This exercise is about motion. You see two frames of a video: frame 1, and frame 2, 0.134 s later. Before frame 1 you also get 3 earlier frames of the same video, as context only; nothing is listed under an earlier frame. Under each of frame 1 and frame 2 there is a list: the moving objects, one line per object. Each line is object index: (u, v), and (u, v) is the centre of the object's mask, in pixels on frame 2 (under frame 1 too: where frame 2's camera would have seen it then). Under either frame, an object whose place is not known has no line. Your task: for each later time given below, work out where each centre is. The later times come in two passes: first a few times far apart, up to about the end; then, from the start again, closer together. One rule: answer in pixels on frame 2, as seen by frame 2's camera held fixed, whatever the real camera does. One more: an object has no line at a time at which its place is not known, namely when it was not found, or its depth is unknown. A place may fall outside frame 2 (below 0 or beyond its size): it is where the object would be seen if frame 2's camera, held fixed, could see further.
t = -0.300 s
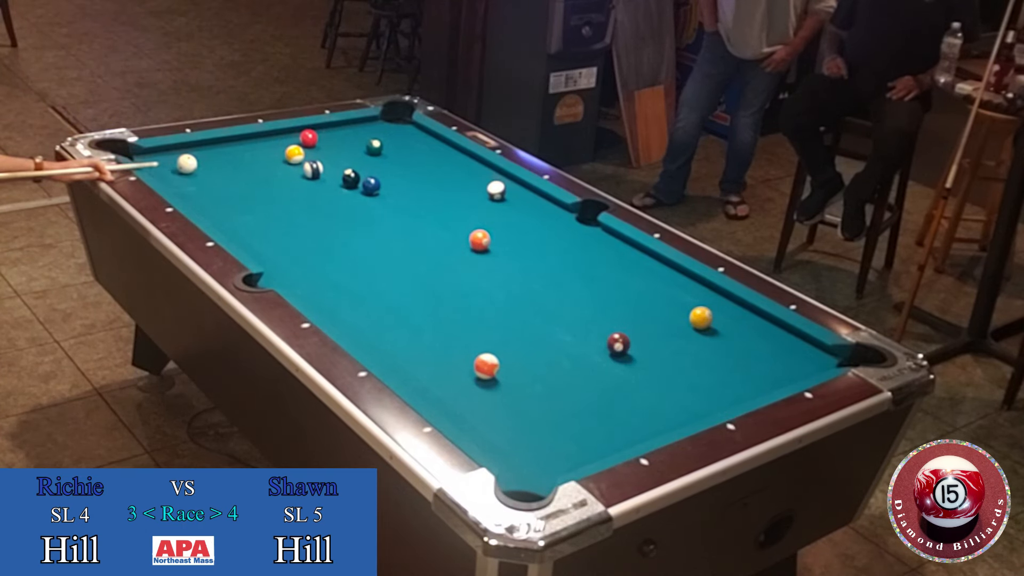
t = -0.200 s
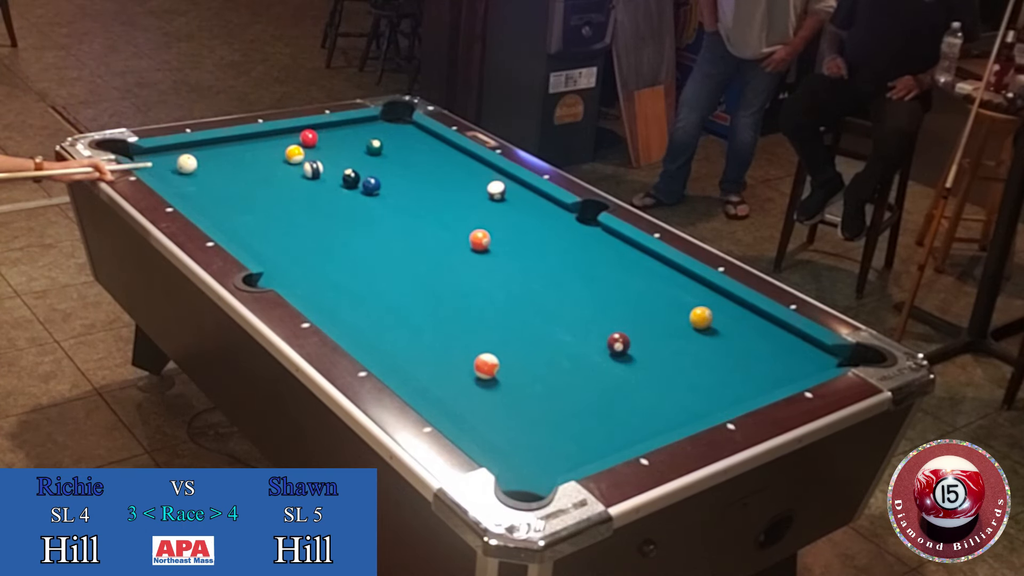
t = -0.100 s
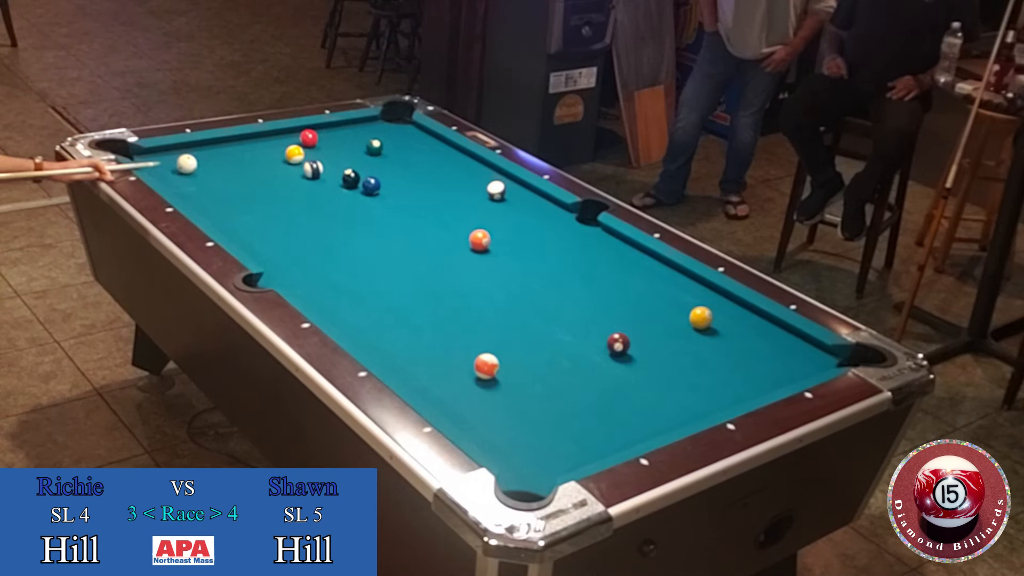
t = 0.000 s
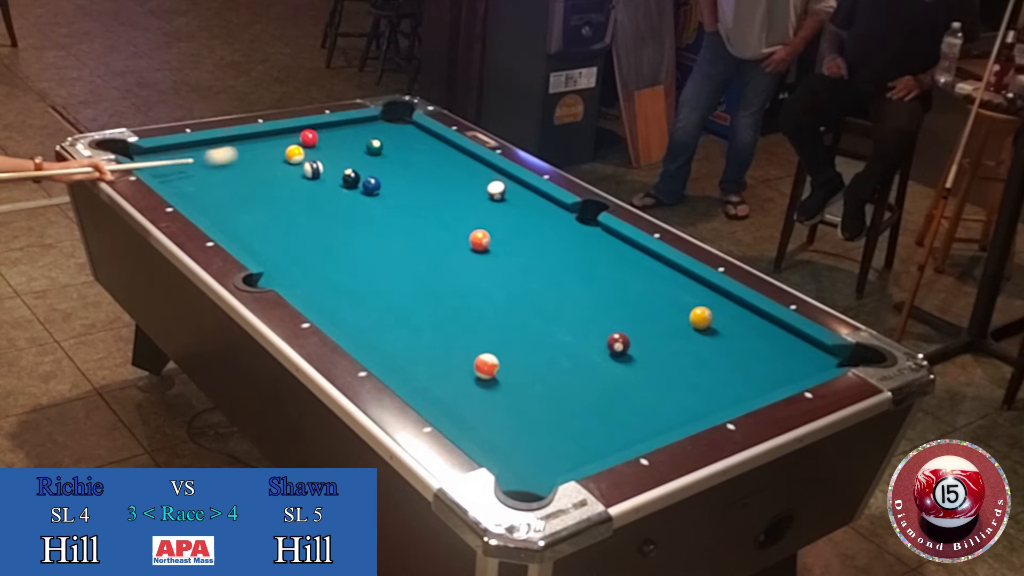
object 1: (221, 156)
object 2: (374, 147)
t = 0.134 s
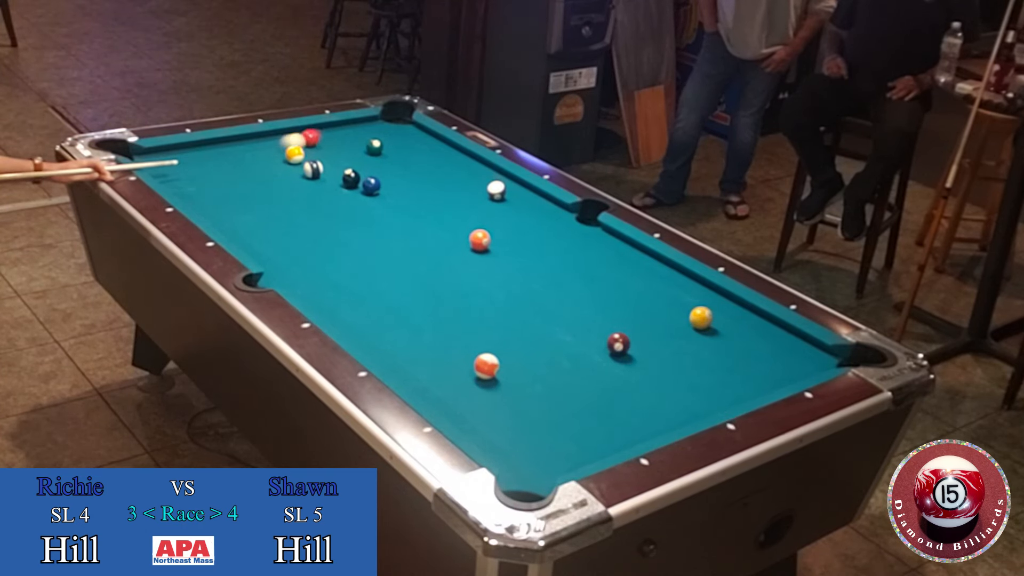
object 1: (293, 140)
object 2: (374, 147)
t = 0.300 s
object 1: (318, 143)
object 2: (374, 147)
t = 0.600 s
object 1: (367, 138)
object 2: (377, 148)
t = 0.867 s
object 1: (399, 133)
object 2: (388, 151)
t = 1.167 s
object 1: (418, 131)
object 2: (398, 154)
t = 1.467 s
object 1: (407, 134)
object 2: (405, 157)
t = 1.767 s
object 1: (397, 138)
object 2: (409, 159)
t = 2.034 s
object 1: (389, 140)
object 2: (411, 159)
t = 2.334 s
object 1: (382, 142)
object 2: (411, 160)
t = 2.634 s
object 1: (377, 144)
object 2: (411, 160)
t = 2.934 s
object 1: (373, 145)
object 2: (411, 159)
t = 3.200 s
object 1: (372, 145)
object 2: (411, 159)
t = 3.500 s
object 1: (371, 145)
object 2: (410, 160)
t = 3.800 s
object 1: (371, 145)
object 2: (411, 159)
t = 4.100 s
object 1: (371, 145)
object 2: (411, 159)
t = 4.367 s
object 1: (371, 145)
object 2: (411, 160)
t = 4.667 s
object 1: (371, 145)
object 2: (410, 160)
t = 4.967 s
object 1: (371, 145)
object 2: (410, 159)
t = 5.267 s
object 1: (371, 145)
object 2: (410, 160)
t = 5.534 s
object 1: (371, 145)
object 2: (410, 160)
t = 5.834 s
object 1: (371, 145)
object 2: (410, 160)
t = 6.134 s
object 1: (371, 145)
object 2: (410, 159)
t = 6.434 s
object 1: (371, 145)
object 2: (411, 159)
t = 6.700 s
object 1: (371, 145)
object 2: (410, 160)
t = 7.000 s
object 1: (371, 145)
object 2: (410, 159)
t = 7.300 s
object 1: (371, 145)
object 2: (411, 159)
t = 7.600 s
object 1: (371, 145)
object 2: (410, 159)
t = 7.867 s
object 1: (371, 145)
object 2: (411, 159)
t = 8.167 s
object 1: (371, 145)
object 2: (411, 159)
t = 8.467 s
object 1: (371, 145)
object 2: (411, 159)
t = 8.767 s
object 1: (371, 145)
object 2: (411, 160)
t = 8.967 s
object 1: (371, 145)
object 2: (411, 159)
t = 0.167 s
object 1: (300, 140)
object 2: (374, 147)
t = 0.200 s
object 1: (303, 141)
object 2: (374, 147)
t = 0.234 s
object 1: (307, 142)
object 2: (374, 147)
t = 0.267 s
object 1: (312, 143)
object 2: (374, 147)
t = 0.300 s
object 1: (318, 143)
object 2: (374, 147)
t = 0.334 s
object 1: (324, 143)
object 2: (374, 147)
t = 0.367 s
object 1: (330, 142)
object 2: (374, 147)
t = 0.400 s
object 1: (336, 142)
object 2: (374, 147)
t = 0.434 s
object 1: (342, 142)
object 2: (374, 147)
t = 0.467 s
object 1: (348, 141)
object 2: (375, 147)
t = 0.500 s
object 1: (354, 141)
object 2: (375, 147)
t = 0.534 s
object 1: (359, 141)
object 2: (375, 147)
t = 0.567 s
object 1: (363, 140)
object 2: (376, 148)
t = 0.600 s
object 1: (367, 138)
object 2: (377, 148)
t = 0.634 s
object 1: (371, 137)
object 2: (379, 149)
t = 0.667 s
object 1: (376, 136)
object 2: (380, 149)
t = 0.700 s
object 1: (380, 136)
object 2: (382, 149)
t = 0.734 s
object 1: (384, 135)
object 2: (384, 149)
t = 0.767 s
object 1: (388, 135)
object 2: (385, 149)
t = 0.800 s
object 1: (392, 135)
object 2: (386, 150)
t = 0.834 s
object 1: (396, 134)
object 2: (387, 151)
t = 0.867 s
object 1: (399, 133)
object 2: (388, 151)
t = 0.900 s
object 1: (403, 133)
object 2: (390, 152)
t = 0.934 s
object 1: (407, 132)
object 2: (391, 152)
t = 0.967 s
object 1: (410, 132)
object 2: (392, 153)
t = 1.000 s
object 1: (414, 131)
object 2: (393, 153)
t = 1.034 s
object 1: (417, 130)
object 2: (394, 153)
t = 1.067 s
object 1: (420, 129)
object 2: (395, 153)
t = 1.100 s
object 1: (421, 130)
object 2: (396, 154)
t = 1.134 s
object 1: (419, 130)
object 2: (397, 154)
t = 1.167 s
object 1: (418, 131)
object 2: (398, 154)
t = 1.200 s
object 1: (417, 131)
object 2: (399, 155)
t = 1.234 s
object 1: (416, 131)
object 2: (400, 155)
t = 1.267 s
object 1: (414, 132)
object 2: (400, 155)
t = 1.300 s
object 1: (413, 132)
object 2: (401, 156)
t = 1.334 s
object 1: (412, 133)
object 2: (402, 156)
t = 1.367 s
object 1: (411, 133)
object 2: (403, 156)
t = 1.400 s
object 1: (409, 134)
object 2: (403, 157)
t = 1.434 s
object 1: (408, 134)
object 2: (404, 157)
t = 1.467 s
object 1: (407, 134)
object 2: (405, 157)
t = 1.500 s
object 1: (406, 135)
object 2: (405, 157)
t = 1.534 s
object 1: (404, 135)
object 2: (406, 157)
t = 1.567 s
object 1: (403, 136)
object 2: (407, 158)
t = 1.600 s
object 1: (402, 136)
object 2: (407, 158)
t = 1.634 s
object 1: (401, 136)
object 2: (408, 158)
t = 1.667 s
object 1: (400, 137)
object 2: (408, 158)
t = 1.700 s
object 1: (399, 137)
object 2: (409, 158)
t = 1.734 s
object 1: (398, 137)
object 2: (409, 158)
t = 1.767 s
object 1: (397, 138)
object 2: (409, 159)
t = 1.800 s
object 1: (396, 138)
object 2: (410, 159)
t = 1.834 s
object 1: (395, 138)
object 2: (410, 159)
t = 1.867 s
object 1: (394, 139)
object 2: (410, 159)
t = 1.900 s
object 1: (393, 139)
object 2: (410, 159)
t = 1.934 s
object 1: (392, 139)
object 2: (410, 159)
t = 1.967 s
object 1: (391, 140)
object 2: (411, 159)
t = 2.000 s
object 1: (390, 140)
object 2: (411, 159)
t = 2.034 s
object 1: (389, 140)
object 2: (411, 159)
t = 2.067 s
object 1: (388, 140)
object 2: (411, 160)
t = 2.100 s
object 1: (388, 141)
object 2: (411, 160)
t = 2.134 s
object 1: (387, 141)
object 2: (411, 160)
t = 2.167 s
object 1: (386, 141)
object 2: (411, 160)
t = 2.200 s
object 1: (385, 142)
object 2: (411, 160)
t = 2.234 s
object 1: (384, 142)
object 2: (411, 160)
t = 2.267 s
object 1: (384, 142)
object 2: (411, 160)
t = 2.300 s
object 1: (383, 142)
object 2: (411, 160)
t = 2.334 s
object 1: (382, 142)
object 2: (411, 160)
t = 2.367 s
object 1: (382, 143)
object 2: (411, 159)
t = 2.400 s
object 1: (381, 143)
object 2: (411, 160)
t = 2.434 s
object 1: (380, 143)
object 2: (411, 160)
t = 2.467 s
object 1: (380, 143)
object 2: (411, 160)
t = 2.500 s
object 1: (379, 144)
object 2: (411, 160)
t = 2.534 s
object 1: (379, 144)
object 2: (411, 160)
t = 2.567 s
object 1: (378, 144)
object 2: (411, 160)
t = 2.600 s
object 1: (378, 144)
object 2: (411, 160)
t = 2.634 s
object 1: (377, 144)
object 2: (411, 160)
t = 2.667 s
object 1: (376, 144)
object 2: (411, 160)
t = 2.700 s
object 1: (376, 144)
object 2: (411, 159)
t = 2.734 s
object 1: (376, 144)
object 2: (411, 159)
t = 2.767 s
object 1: (375, 144)
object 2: (411, 159)
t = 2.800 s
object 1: (375, 144)
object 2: (411, 159)
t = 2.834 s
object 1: (374, 145)
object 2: (411, 159)
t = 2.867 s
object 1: (374, 145)
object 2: (411, 159)
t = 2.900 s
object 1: (374, 145)
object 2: (411, 159)
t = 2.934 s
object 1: (373, 145)
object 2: (411, 159)
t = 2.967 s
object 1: (373, 145)
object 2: (410, 159)
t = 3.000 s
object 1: (373, 145)
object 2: (411, 160)
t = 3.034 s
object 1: (373, 145)
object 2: (411, 160)
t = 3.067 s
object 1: (372, 145)
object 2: (411, 159)
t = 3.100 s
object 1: (372, 145)
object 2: (410, 159)
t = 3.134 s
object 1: (372, 145)
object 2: (411, 159)
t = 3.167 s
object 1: (372, 145)
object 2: (411, 159)
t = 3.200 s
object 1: (372, 145)
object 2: (411, 159)
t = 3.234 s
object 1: (372, 145)
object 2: (411, 159)
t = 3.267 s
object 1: (371, 145)
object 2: (411, 159)
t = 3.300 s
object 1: (371, 145)
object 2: (411, 159)
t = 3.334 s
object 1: (371, 145)
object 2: (411, 159)
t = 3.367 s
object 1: (371, 145)
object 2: (411, 159)
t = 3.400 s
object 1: (371, 145)
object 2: (411, 159)
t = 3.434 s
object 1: (371, 145)
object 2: (410, 160)
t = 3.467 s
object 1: (371, 145)
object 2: (411, 160)
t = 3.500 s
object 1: (371, 145)
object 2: (410, 160)
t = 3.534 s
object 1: (371, 145)
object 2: (411, 159)
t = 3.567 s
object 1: (371, 145)
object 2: (411, 159)
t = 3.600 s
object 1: (371, 145)
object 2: (411, 159)
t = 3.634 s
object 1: (371, 145)
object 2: (411, 159)
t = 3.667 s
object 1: (371, 145)
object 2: (411, 159)
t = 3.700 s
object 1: (371, 145)
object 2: (411, 159)
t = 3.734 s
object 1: (371, 145)
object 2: (411, 159)
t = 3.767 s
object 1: (371, 145)
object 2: (411, 159)
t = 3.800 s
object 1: (371, 145)
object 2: (411, 159)
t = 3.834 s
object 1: (371, 145)
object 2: (411, 159)
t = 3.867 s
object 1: (371, 145)
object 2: (411, 159)
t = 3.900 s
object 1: (371, 145)
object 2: (411, 160)
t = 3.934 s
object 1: (371, 145)
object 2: (411, 159)
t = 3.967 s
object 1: (371, 145)
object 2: (411, 159)
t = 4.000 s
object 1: (371, 145)
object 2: (411, 159)
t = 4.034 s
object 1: (371, 145)
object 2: (411, 159)
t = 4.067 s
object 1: (371, 145)
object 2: (411, 159)
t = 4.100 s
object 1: (371, 145)
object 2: (411, 159)
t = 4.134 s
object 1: (371, 145)
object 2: (411, 159)
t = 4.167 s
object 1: (371, 145)
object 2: (411, 159)
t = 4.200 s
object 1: (371, 145)
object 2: (411, 160)
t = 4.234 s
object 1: (371, 145)
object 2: (411, 160)
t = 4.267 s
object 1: (371, 145)
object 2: (411, 160)
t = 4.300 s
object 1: (371, 145)
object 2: (411, 160)
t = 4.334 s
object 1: (371, 145)
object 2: (411, 160)
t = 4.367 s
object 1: (371, 145)
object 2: (411, 160)
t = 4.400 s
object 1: (371, 145)
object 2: (411, 160)
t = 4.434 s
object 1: (371, 145)
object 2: (411, 160)
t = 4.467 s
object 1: (371, 145)
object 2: (411, 159)
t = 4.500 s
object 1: (371, 145)
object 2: (411, 159)
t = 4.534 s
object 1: (371, 145)
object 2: (411, 160)
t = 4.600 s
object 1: (371, 145)
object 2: (411, 160)
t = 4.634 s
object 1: (371, 145)
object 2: (411, 160)
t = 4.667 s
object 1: (371, 145)
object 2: (410, 160)
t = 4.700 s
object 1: (371, 145)
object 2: (410, 160)
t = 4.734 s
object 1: (371, 145)
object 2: (411, 160)
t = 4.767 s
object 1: (371, 145)
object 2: (411, 160)
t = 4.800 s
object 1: (371, 145)
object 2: (411, 160)
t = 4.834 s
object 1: (371, 145)
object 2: (410, 160)
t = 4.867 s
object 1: (371, 145)
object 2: (410, 160)
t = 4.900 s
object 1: (371, 145)
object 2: (410, 160)
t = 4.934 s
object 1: (371, 145)
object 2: (410, 159)
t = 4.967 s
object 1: (371, 145)
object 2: (410, 159)
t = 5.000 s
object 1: (371, 145)
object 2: (410, 160)
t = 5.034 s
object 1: (371, 145)
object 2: (410, 160)
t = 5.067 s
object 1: (371, 145)
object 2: (410, 160)
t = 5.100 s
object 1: (371, 145)
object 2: (410, 160)
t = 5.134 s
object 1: (371, 145)
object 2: (410, 160)
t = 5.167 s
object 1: (371, 145)
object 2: (410, 160)
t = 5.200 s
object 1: (371, 145)
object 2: (410, 160)
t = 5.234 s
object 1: (371, 145)
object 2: (410, 160)
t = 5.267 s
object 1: (371, 145)
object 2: (410, 160)
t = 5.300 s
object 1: (371, 145)
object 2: (410, 160)
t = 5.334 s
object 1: (371, 145)
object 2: (410, 160)
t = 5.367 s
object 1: (371, 145)
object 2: (410, 160)
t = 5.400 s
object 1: (371, 145)
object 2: (410, 160)
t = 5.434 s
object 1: (371, 145)
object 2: (410, 160)
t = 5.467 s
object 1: (371, 145)
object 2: (410, 160)
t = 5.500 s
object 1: (371, 145)
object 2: (410, 160)
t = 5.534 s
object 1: (371, 145)
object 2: (410, 160)
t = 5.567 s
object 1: (371, 145)
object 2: (410, 160)
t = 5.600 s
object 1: (371, 145)
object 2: (410, 160)
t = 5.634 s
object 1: (371, 145)
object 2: (410, 159)
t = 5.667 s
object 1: (371, 145)
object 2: (410, 159)
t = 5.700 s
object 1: (371, 145)
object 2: (411, 160)
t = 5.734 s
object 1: (371, 145)
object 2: (410, 159)
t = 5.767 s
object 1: (371, 145)
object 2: (410, 159)
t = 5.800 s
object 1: (371, 145)
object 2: (410, 159)
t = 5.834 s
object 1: (371, 145)
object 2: (410, 160)
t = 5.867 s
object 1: (371, 145)
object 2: (410, 159)
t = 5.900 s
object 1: (371, 145)
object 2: (410, 159)
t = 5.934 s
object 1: (371, 145)
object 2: (410, 159)
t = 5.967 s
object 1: (371, 145)
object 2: (410, 160)
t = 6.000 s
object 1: (371, 145)
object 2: (411, 159)
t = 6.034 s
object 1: (371, 145)
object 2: (410, 159)
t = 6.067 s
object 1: (371, 145)
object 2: (410, 159)
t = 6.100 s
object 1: (371, 145)
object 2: (410, 159)
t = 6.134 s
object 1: (371, 145)
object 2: (410, 159)
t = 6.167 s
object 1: (371, 145)
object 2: (410, 159)
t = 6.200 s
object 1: (371, 145)
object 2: (410, 159)
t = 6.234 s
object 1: (371, 145)
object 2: (410, 159)
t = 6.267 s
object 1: (371, 145)
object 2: (410, 159)
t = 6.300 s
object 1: (371, 145)
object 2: (410, 159)
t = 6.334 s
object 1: (371, 145)
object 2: (410, 160)
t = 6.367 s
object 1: (371, 145)
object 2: (410, 160)
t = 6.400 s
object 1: (371, 145)
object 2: (410, 159)
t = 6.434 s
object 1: (371, 145)
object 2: (411, 159)
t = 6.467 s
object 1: (371, 145)
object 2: (410, 159)
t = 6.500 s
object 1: (371, 145)
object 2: (411, 159)
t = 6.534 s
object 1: (371, 145)
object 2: (410, 159)
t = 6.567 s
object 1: (371, 145)
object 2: (410, 159)
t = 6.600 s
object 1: (371, 145)
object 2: (410, 159)
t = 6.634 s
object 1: (371, 145)
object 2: (410, 159)
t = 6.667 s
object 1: (371, 145)
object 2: (410, 159)
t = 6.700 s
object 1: (371, 145)
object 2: (410, 160)
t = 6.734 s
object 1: (371, 145)
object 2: (410, 160)
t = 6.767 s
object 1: (371, 145)
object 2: (410, 159)
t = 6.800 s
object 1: (371, 145)
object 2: (411, 159)
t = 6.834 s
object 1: (371, 145)
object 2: (411, 159)
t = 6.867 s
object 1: (371, 145)
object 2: (410, 159)
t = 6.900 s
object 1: (371, 145)
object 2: (411, 159)
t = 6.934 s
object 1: (371, 145)
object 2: (410, 159)
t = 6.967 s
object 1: (371, 145)
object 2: (410, 159)
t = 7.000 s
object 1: (371, 145)
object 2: (410, 159)
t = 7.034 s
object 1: (371, 145)
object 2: (410, 159)
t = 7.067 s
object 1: (371, 145)
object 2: (410, 159)
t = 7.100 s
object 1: (371, 145)
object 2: (411, 159)
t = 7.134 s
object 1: (371, 145)
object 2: (410, 159)
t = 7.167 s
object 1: (371, 145)
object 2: (410, 159)
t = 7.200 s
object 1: (371, 145)
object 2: (410, 159)
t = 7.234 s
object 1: (371, 145)
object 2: (410, 159)
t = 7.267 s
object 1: (371, 145)
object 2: (411, 159)
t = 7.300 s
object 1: (371, 145)
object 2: (411, 159)
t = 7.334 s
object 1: (371, 145)
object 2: (411, 159)
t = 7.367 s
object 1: (371, 145)
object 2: (411, 159)
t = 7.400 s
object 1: (371, 145)
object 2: (410, 159)
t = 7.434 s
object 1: (371, 145)
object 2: (410, 159)
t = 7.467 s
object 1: (371, 145)
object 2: (410, 159)
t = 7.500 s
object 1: (371, 145)
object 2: (411, 159)
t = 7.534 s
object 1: (371, 145)
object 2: (411, 159)
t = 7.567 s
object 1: (371, 145)
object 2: (411, 159)
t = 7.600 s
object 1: (371, 145)
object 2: (410, 159)
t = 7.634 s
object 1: (371, 145)
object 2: (410, 159)
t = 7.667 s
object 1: (371, 145)
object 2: (410, 159)
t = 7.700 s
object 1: (371, 145)
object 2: (410, 159)
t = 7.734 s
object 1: (371, 145)
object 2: (411, 159)
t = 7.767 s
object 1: (371, 145)
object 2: (411, 159)
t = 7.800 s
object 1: (371, 145)
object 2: (411, 159)
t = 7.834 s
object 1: (371, 145)
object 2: (411, 159)
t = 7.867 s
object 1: (371, 145)
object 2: (411, 159)
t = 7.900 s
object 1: (371, 145)
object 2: (411, 159)
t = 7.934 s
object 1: (371, 145)
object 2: (411, 159)
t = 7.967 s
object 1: (371, 145)
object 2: (411, 159)
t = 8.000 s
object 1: (371, 145)
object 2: (411, 159)
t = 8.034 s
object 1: (371, 145)
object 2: (411, 159)
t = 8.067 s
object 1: (371, 145)
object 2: (411, 159)
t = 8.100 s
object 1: (371, 145)
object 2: (411, 159)
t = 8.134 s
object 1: (371, 145)
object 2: (411, 159)
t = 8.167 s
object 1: (371, 145)
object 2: (411, 159)
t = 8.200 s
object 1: (371, 145)
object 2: (411, 159)
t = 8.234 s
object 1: (371, 145)
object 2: (411, 159)
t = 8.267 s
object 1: (371, 145)
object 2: (411, 159)
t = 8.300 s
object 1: (371, 145)
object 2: (411, 159)
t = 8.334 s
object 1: (371, 145)
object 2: (411, 159)
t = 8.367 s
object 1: (371, 145)
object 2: (411, 159)
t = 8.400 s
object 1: (371, 145)
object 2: (411, 159)
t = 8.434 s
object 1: (371, 145)
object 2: (411, 159)
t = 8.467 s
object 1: (371, 145)
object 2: (411, 159)
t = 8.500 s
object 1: (371, 145)
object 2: (411, 159)
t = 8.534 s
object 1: (371, 145)
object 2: (411, 159)
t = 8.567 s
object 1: (371, 145)
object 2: (411, 159)
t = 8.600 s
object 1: (371, 145)
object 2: (411, 159)
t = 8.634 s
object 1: (371, 145)
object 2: (411, 159)
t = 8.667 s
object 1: (371, 145)
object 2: (411, 160)
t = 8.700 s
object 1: (371, 145)
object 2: (411, 160)
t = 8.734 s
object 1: (371, 145)
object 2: (411, 160)
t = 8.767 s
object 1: (371, 145)
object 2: (411, 160)
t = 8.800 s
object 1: (371, 145)
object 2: (411, 160)
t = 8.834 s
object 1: (371, 145)
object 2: (411, 159)
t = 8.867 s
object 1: (371, 145)
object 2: (411, 159)
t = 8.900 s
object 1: (371, 145)
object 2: (410, 159)
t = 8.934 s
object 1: (371, 145)
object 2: (411, 159)
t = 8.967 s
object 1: (371, 145)
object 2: (411, 159)
